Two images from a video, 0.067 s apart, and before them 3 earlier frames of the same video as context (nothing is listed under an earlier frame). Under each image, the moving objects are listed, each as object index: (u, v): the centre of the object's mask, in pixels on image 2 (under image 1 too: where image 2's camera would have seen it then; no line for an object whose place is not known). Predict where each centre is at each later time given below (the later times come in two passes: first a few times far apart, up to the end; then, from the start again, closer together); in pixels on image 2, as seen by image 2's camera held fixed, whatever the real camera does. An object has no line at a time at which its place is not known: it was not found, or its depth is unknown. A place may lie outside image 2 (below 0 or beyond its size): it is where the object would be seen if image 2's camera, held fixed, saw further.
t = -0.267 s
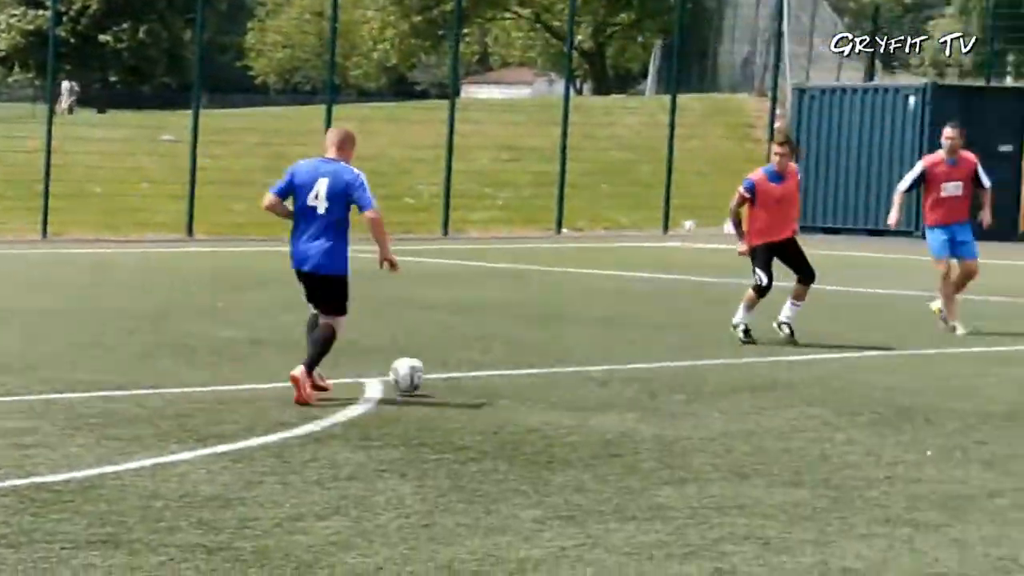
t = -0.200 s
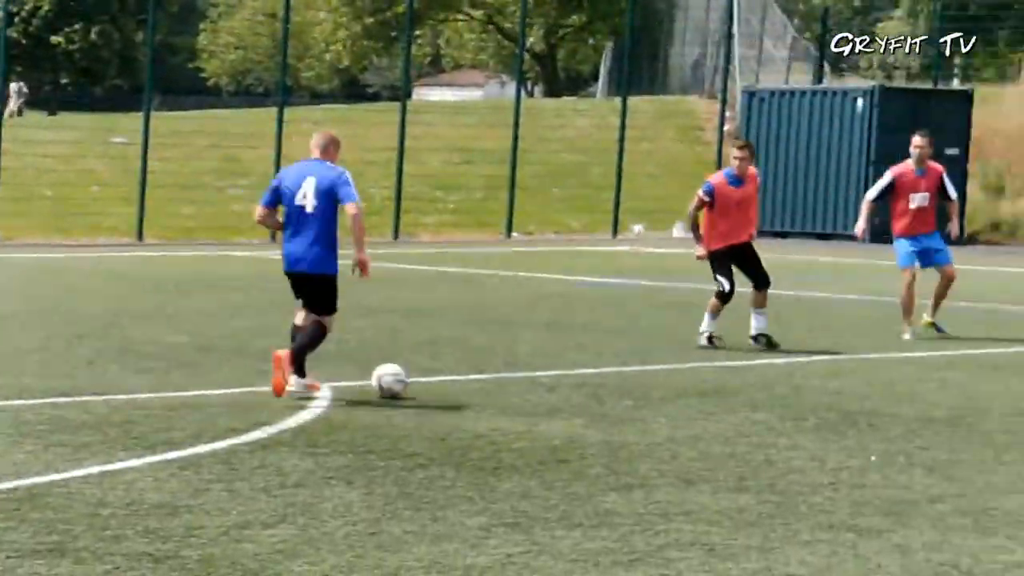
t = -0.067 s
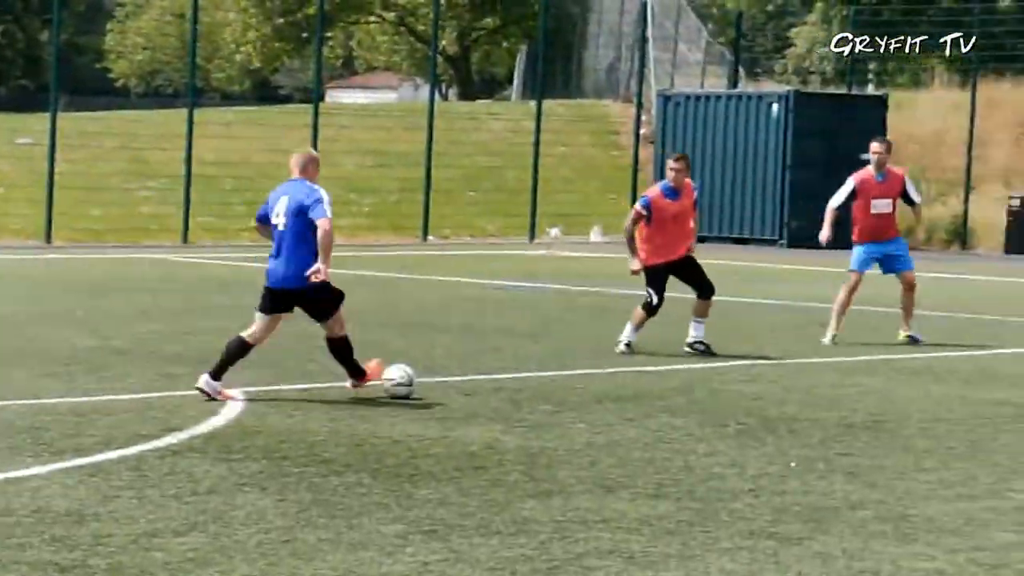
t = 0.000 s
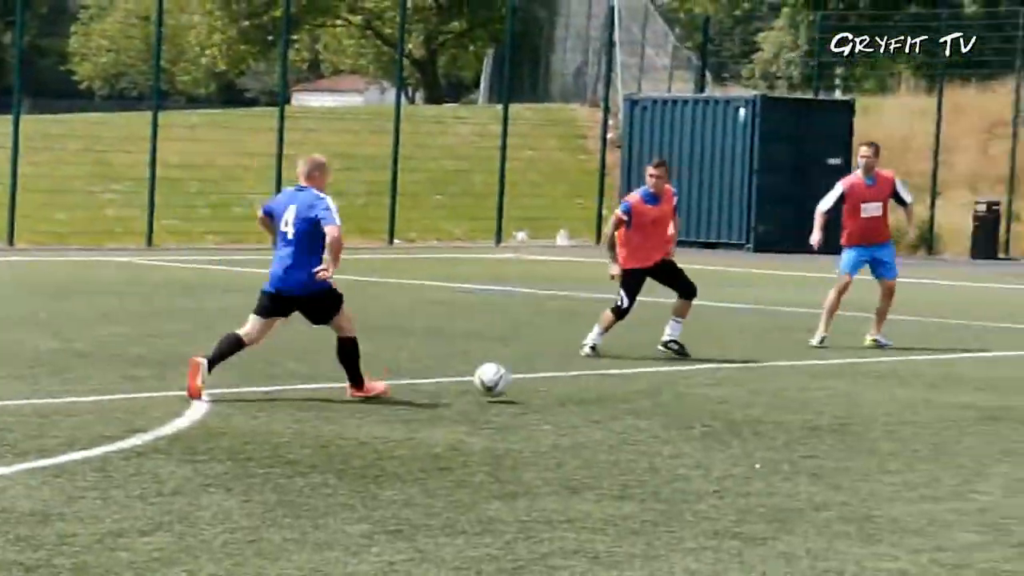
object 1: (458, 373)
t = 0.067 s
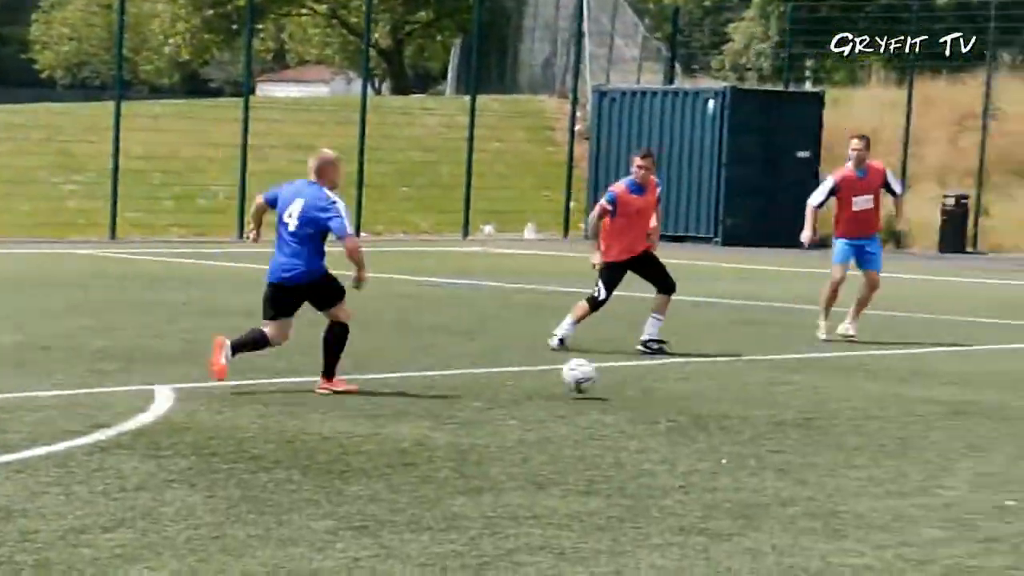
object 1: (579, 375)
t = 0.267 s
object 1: (895, 377)
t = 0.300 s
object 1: (945, 380)
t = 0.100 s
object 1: (640, 379)
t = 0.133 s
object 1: (699, 384)
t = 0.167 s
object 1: (747, 380)
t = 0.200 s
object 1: (797, 376)
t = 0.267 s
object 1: (895, 377)
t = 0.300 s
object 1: (945, 380)
